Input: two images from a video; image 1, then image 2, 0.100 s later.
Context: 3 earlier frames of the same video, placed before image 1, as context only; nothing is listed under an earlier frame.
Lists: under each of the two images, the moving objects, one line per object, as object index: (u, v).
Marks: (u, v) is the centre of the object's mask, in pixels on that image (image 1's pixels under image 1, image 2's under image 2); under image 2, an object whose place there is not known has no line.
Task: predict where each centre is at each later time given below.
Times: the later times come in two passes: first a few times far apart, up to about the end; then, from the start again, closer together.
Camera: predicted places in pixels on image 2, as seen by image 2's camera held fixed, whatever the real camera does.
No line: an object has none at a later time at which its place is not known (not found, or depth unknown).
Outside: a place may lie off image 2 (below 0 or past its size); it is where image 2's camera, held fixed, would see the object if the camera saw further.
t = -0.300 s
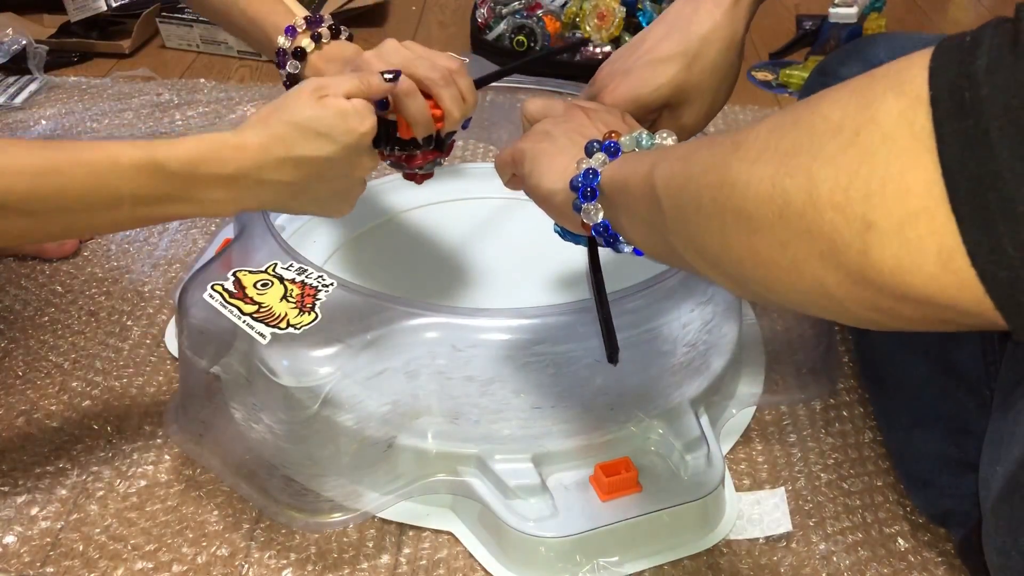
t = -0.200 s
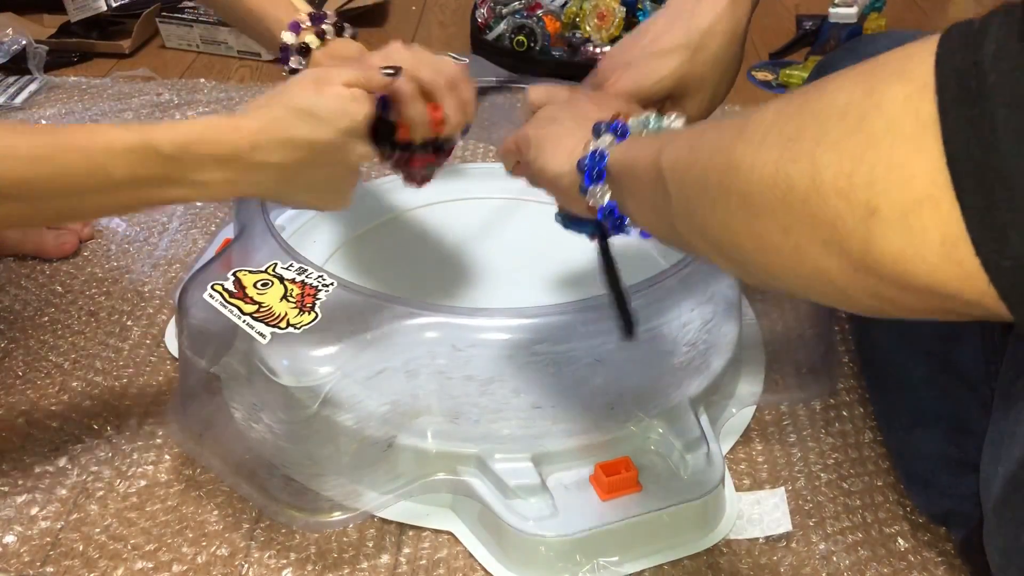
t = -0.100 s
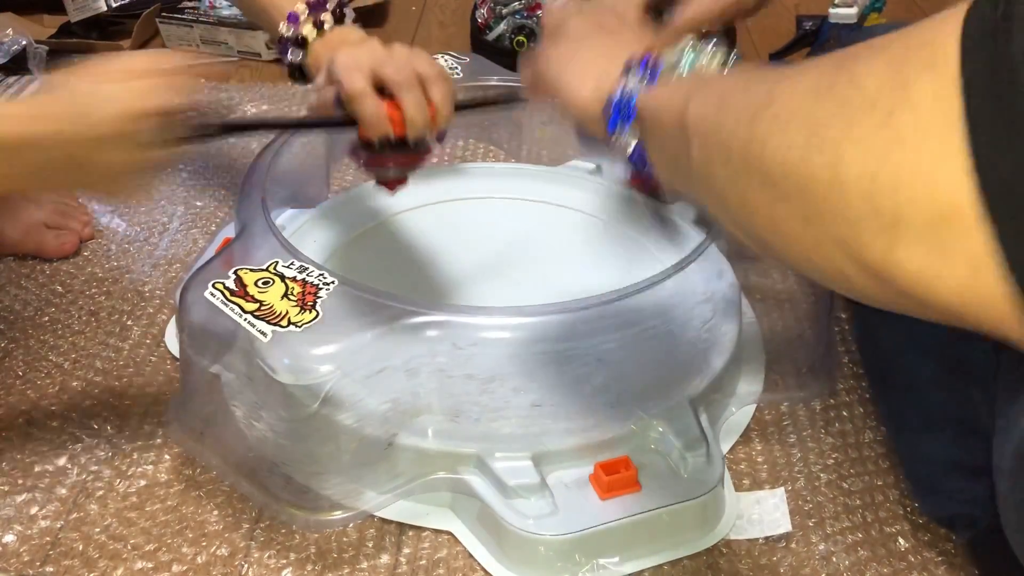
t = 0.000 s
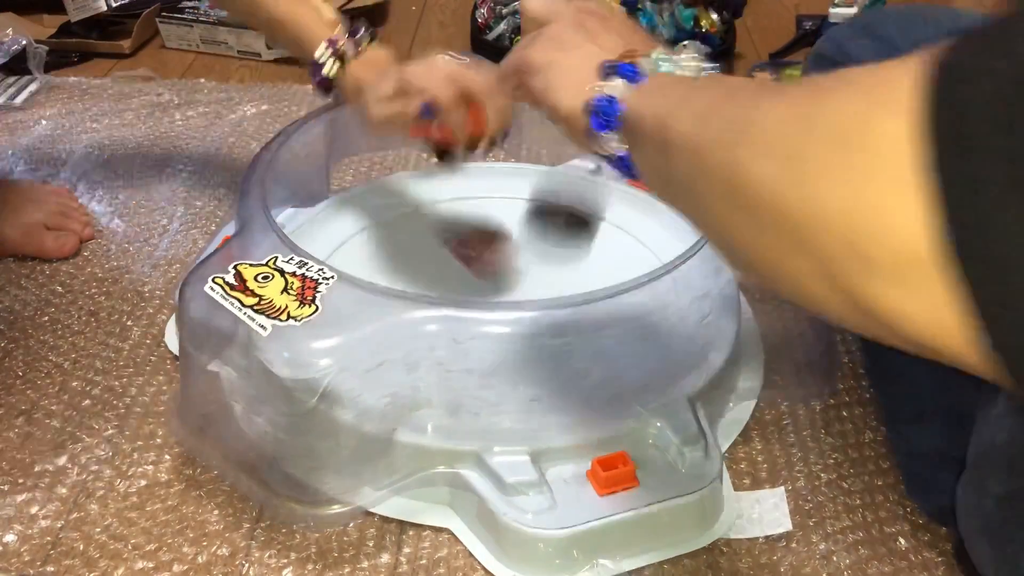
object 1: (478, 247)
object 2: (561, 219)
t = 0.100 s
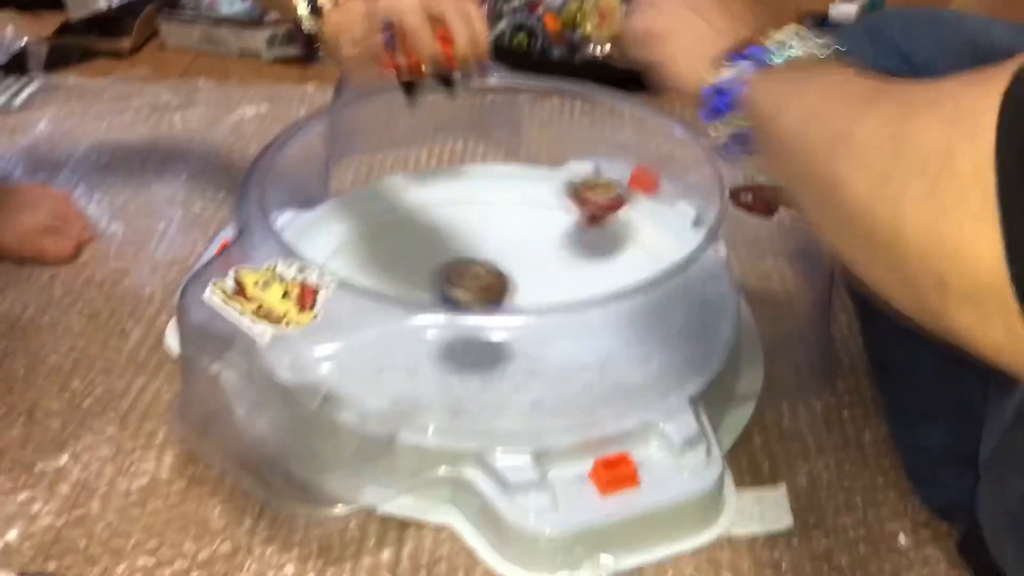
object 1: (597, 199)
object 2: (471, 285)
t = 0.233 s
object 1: (627, 216)
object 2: (365, 324)
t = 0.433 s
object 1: (496, 325)
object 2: (350, 263)
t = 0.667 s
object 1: (348, 333)
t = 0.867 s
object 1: (419, 289)
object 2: (578, 298)
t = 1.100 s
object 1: (576, 253)
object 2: (564, 385)
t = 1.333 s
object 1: (597, 232)
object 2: (371, 344)
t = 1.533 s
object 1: (498, 258)
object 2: (396, 261)
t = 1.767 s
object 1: (668, 347)
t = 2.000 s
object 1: (571, 282)
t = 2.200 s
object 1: (458, 228)
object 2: (670, 314)
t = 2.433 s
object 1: (411, 251)
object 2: (366, 360)
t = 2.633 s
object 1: (476, 305)
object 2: (377, 203)
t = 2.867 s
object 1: (577, 339)
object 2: (644, 225)
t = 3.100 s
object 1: (504, 280)
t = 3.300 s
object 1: (397, 243)
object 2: (335, 335)
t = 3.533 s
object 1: (479, 192)
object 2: (370, 246)
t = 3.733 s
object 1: (580, 199)
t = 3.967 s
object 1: (622, 244)
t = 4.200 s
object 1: (524, 326)
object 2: (424, 372)
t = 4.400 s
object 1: (513, 333)
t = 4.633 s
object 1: (630, 284)
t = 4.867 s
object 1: (645, 328)
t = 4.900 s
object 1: (628, 371)
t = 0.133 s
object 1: (634, 193)
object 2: (445, 277)
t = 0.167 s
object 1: (639, 186)
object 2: (411, 289)
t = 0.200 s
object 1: (634, 195)
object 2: (383, 331)
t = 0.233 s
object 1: (627, 216)
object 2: (365, 324)
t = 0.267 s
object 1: (614, 250)
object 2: (350, 311)
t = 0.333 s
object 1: (575, 276)
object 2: (342, 308)
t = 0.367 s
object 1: (552, 294)
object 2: (346, 290)
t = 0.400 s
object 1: (524, 317)
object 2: (346, 278)
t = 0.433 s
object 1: (496, 325)
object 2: (350, 263)
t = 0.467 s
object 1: (465, 336)
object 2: (357, 263)
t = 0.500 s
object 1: (439, 339)
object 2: (373, 260)
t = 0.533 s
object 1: (413, 334)
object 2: (389, 257)
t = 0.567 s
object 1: (386, 335)
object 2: (407, 254)
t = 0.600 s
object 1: (365, 337)
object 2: (427, 253)
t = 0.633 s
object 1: (354, 335)
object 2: (448, 252)
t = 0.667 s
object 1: (348, 333)
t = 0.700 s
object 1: (348, 329)
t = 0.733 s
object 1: (353, 320)
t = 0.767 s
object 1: (358, 320)
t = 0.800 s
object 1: (376, 312)
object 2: (544, 279)
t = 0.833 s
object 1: (390, 302)
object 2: (562, 279)
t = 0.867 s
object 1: (419, 289)
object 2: (578, 298)
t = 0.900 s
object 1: (440, 289)
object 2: (591, 310)
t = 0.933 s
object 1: (465, 287)
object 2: (600, 326)
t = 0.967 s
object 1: (491, 280)
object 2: (607, 335)
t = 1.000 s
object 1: (516, 276)
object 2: (605, 350)
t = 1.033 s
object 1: (538, 270)
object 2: (598, 361)
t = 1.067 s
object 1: (559, 258)
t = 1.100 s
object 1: (576, 253)
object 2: (564, 385)
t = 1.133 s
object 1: (590, 248)
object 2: (534, 386)
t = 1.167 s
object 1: (601, 241)
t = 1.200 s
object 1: (607, 236)
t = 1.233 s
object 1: (609, 233)
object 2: (437, 375)
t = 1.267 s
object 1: (609, 231)
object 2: (409, 365)
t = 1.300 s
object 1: (605, 230)
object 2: (388, 355)
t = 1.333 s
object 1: (597, 232)
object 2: (371, 344)
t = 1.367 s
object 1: (586, 234)
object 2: (363, 330)
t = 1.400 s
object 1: (572, 235)
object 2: (362, 317)
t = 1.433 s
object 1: (555, 243)
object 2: (363, 303)
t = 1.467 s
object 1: (538, 244)
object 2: (370, 289)
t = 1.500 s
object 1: (518, 253)
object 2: (382, 267)
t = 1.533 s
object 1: (498, 258)
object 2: (396, 261)
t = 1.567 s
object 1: (484, 269)
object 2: (412, 253)
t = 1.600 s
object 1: (512, 286)
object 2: (396, 231)
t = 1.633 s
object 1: (546, 310)
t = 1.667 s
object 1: (577, 327)
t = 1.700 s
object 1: (613, 338)
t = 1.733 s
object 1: (642, 341)
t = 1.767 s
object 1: (668, 347)
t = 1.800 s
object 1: (672, 347)
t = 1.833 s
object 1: (659, 330)
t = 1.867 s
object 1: (648, 330)
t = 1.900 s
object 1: (633, 321)
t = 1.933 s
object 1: (611, 305)
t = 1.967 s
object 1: (593, 303)
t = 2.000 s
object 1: (571, 282)
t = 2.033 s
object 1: (549, 278)
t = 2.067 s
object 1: (530, 269)
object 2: (617, 225)
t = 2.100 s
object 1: (510, 255)
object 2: (643, 243)
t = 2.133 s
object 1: (491, 246)
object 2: (665, 260)
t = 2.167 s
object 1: (474, 238)
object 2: (678, 288)
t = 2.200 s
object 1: (458, 228)
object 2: (670, 314)
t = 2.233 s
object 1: (444, 226)
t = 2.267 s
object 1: (433, 220)
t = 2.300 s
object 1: (424, 223)
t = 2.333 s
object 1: (417, 226)
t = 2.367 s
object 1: (413, 229)
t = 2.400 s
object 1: (411, 241)
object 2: (411, 377)
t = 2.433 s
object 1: (411, 251)
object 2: (366, 360)
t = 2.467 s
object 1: (415, 263)
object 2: (339, 340)
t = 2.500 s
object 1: (422, 275)
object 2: (331, 323)
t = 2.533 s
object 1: (433, 285)
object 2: (331, 269)
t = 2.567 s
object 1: (446, 293)
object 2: (328, 244)
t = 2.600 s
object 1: (460, 298)
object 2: (347, 225)
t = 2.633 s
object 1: (476, 305)
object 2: (377, 203)
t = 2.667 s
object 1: (483, 343)
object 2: (414, 188)
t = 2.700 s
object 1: (502, 345)
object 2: (450, 181)
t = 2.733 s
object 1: (520, 346)
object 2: (496, 183)
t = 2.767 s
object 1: (536, 350)
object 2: (537, 189)
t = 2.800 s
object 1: (552, 345)
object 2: (577, 190)
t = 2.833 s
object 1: (567, 343)
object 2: (612, 205)
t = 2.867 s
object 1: (577, 339)
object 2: (644, 225)
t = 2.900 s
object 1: (586, 332)
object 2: (664, 244)
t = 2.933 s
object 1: (590, 327)
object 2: (678, 277)
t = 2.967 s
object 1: (591, 318)
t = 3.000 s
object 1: (570, 309)
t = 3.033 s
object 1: (547, 290)
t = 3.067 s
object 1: (525, 286)
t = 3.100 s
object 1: (504, 280)
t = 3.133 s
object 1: (483, 272)
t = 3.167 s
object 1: (463, 265)
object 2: (447, 387)
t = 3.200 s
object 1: (444, 258)
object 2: (408, 376)
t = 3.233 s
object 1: (427, 252)
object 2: (374, 364)
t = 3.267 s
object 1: (411, 247)
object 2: (348, 345)
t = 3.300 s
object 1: (397, 243)
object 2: (335, 335)
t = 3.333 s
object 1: (389, 243)
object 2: (337, 312)
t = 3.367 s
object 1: (381, 245)
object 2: (331, 258)
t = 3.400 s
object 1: (393, 232)
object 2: (325, 249)
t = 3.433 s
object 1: (414, 220)
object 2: (329, 246)
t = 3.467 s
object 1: (436, 209)
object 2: (336, 248)
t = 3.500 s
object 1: (456, 202)
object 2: (349, 250)
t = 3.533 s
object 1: (479, 192)
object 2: (370, 246)
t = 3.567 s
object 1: (498, 188)
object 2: (393, 247)
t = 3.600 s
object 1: (518, 184)
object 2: (419, 244)
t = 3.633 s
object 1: (536, 185)
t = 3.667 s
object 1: (553, 188)
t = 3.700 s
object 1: (567, 190)
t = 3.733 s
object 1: (580, 199)
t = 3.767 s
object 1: (593, 208)
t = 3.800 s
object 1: (606, 209)
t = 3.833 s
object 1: (615, 211)
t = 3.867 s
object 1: (621, 213)
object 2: (613, 300)
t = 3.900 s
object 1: (625, 223)
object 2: (628, 322)
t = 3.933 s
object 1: (624, 228)
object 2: (628, 337)
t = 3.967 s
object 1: (622, 244)
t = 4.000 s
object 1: (614, 247)
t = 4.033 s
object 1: (603, 260)
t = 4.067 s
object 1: (589, 273)
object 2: (544, 380)
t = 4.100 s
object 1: (573, 278)
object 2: (510, 385)
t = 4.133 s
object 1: (555, 289)
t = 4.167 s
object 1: (537, 293)
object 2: (446, 378)
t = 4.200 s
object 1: (524, 326)
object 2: (424, 372)
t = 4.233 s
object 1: (503, 332)
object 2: (404, 361)
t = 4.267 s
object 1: (484, 338)
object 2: (390, 353)
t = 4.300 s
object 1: (470, 339)
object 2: (383, 343)
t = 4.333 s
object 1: (470, 348)
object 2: (361, 331)
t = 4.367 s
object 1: (493, 331)
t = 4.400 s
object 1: (513, 333)
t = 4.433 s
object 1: (534, 329)
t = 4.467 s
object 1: (555, 327)
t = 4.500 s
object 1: (573, 318)
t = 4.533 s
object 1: (591, 311)
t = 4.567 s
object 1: (606, 301)
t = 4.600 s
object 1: (619, 293)
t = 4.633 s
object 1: (630, 284)
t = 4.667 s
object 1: (638, 276)
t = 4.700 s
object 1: (641, 267)
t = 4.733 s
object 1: (640, 258)
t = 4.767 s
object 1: (638, 256)
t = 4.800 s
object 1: (633, 253)
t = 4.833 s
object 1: (627, 258)
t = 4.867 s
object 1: (645, 328)
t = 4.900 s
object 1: (628, 371)
